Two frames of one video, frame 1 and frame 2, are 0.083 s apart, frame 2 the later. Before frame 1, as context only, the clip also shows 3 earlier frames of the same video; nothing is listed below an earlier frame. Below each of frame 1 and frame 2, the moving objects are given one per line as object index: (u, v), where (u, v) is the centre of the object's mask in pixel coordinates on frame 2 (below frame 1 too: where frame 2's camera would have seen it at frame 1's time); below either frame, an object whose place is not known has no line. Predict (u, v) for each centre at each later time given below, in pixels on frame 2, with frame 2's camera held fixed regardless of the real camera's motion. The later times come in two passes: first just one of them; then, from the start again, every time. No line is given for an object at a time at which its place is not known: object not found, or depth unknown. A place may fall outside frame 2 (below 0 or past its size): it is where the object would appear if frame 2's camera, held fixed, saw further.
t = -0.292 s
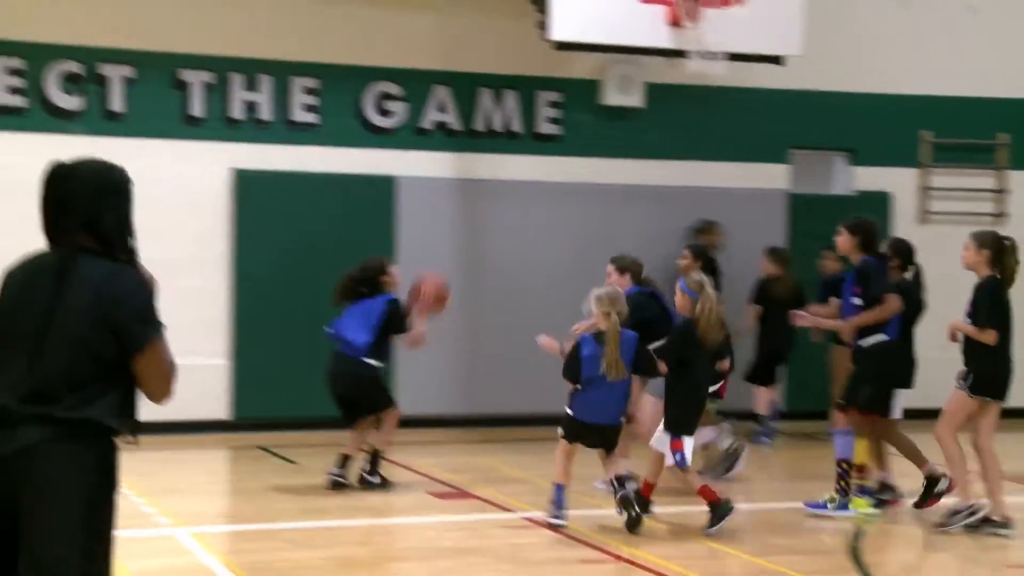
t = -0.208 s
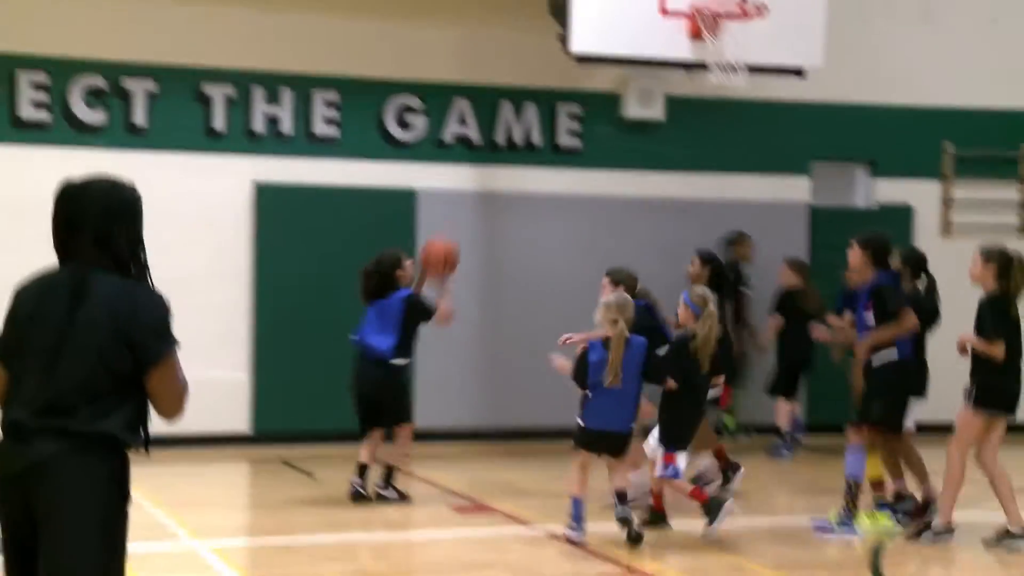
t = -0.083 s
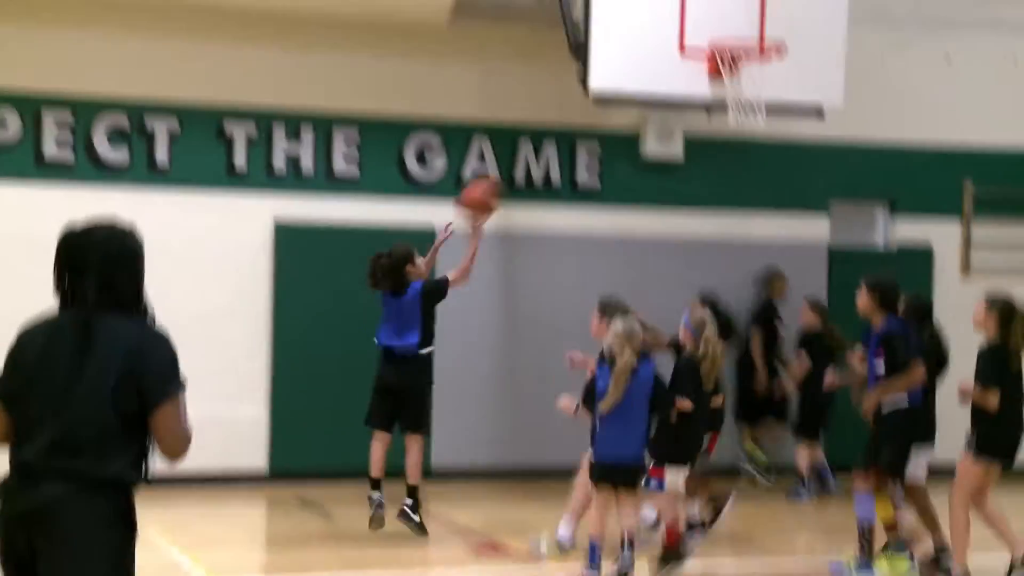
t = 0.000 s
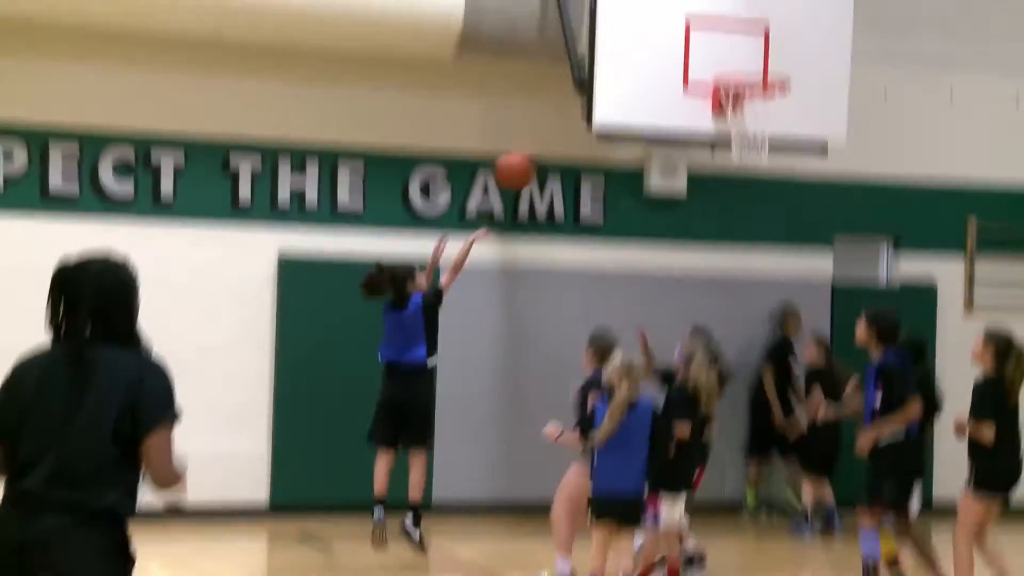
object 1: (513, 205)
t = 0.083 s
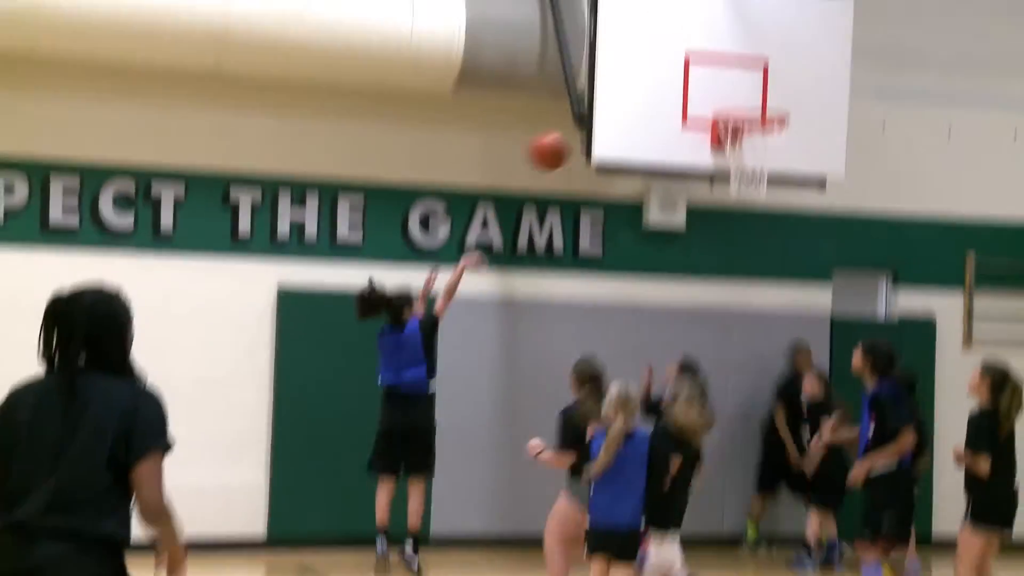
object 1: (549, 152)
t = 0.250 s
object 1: (612, 82)
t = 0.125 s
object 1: (565, 129)
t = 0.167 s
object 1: (580, 111)
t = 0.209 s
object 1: (594, 95)
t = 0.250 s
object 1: (612, 82)
